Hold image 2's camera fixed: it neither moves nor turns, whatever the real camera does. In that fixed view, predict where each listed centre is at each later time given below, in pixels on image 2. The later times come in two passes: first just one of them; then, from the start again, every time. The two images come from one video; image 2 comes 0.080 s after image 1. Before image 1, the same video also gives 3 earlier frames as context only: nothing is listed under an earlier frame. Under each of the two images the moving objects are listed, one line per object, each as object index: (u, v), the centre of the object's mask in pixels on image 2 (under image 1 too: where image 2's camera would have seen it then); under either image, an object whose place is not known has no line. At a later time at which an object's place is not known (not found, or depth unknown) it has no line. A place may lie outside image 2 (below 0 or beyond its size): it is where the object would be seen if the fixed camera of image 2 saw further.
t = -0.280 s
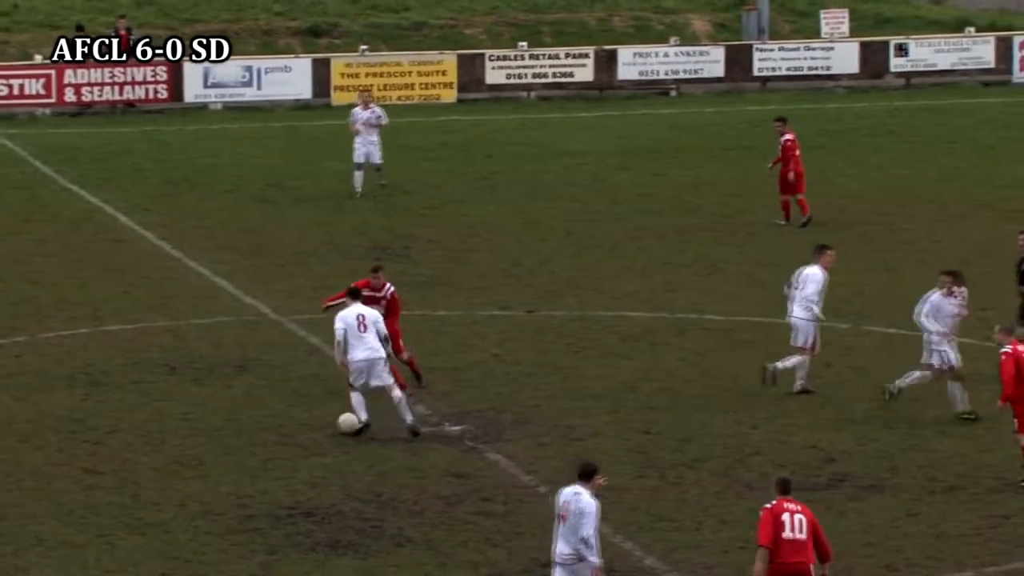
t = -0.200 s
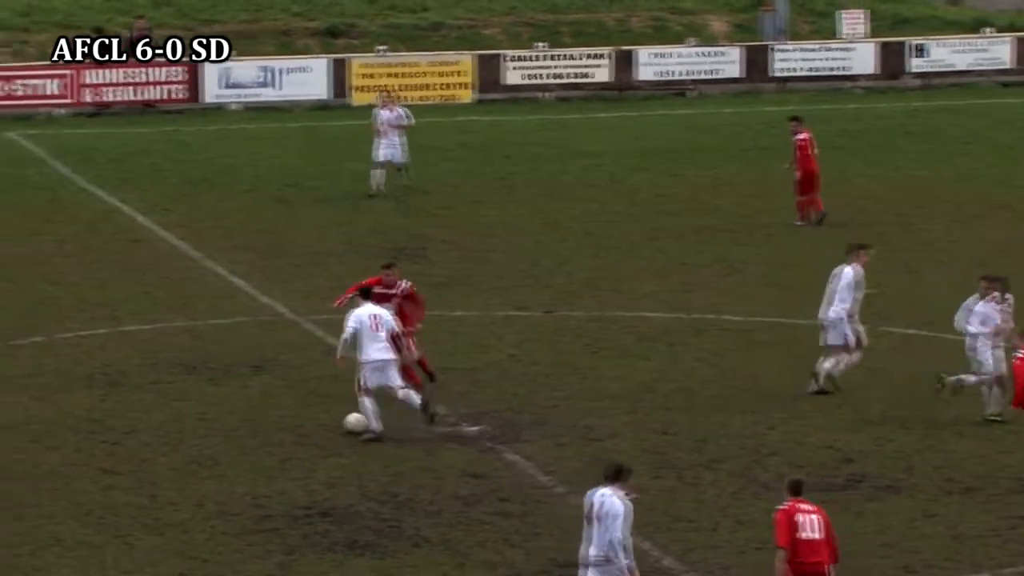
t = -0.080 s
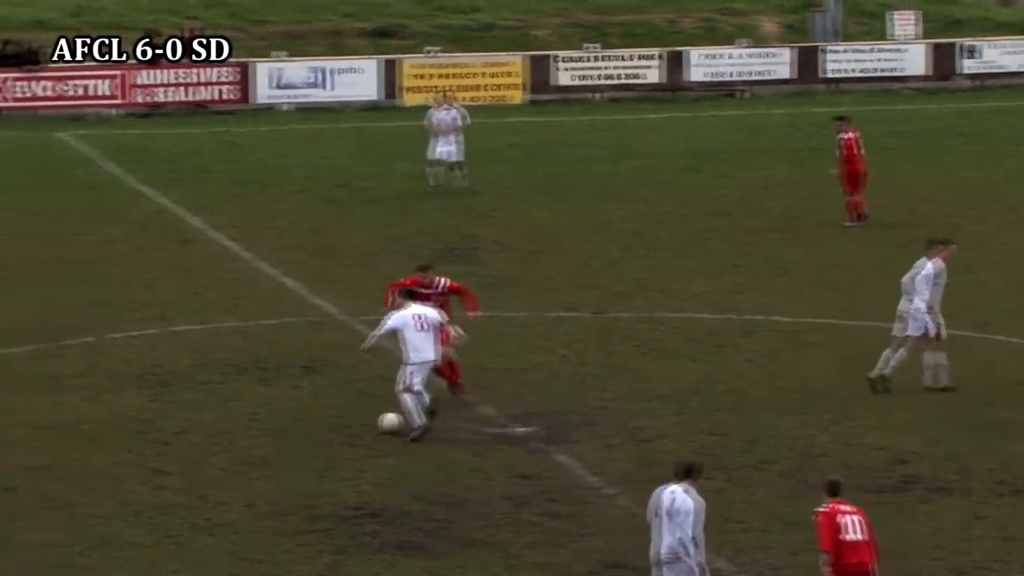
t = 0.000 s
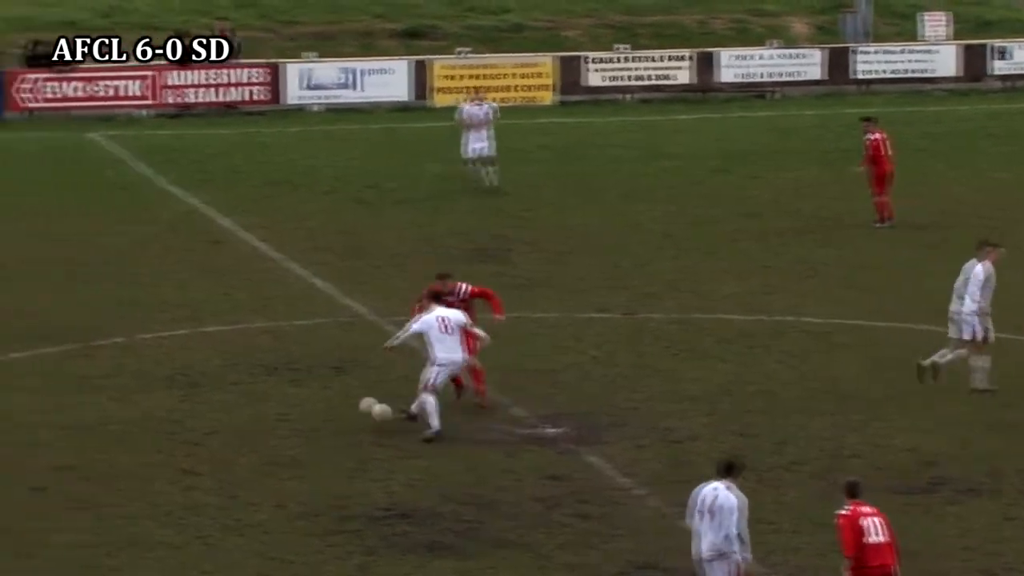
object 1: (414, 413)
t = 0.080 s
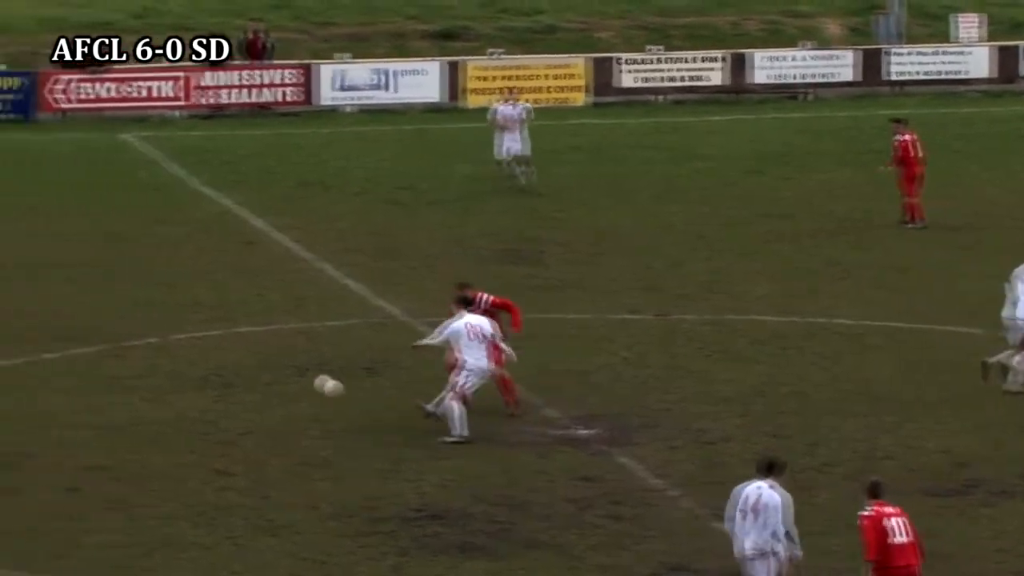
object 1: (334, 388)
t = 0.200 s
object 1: (222, 362)
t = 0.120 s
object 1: (295, 377)
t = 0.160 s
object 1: (258, 369)
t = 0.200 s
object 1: (222, 362)
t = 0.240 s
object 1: (185, 354)
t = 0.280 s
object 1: (151, 349)
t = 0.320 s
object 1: (116, 344)
